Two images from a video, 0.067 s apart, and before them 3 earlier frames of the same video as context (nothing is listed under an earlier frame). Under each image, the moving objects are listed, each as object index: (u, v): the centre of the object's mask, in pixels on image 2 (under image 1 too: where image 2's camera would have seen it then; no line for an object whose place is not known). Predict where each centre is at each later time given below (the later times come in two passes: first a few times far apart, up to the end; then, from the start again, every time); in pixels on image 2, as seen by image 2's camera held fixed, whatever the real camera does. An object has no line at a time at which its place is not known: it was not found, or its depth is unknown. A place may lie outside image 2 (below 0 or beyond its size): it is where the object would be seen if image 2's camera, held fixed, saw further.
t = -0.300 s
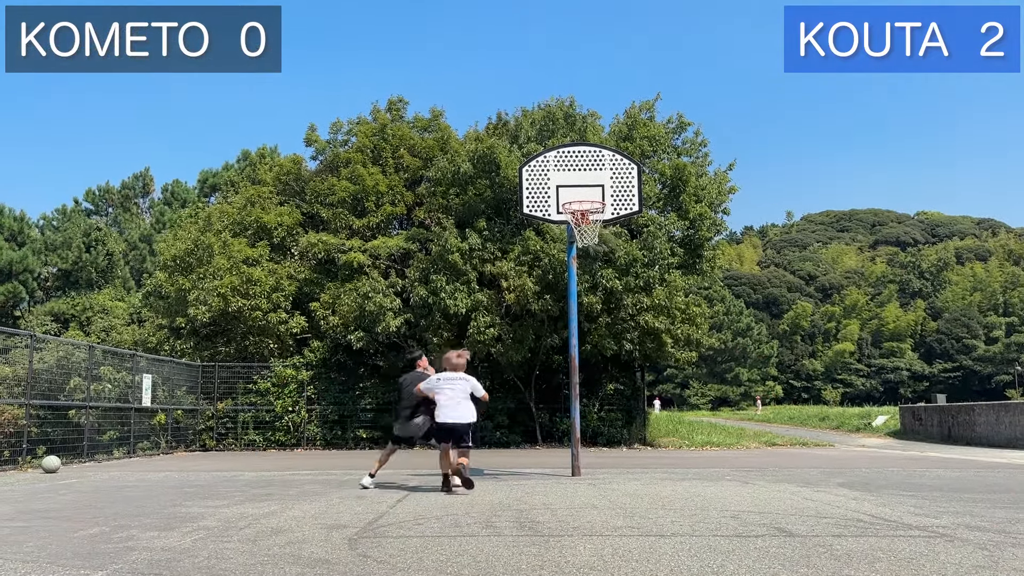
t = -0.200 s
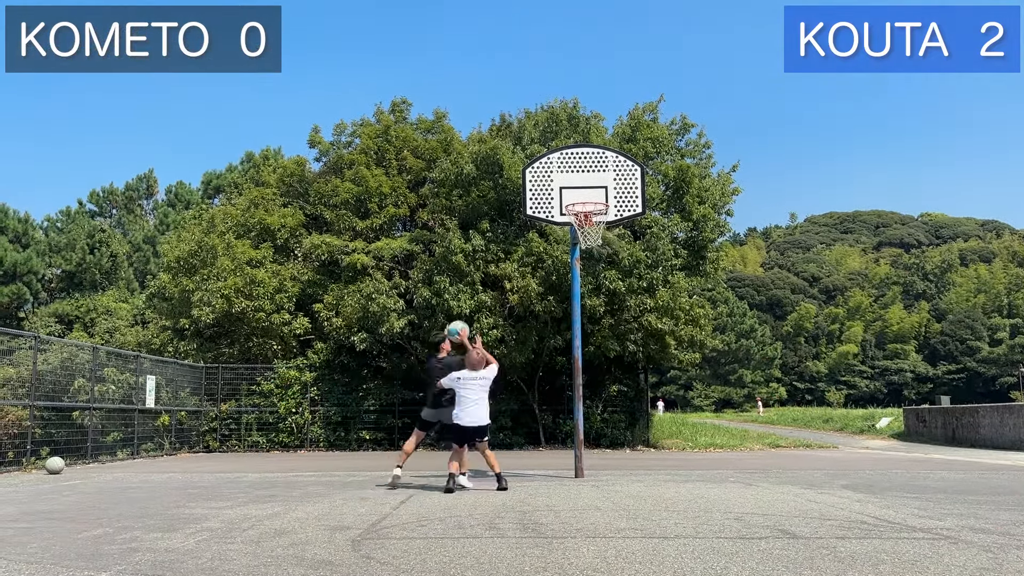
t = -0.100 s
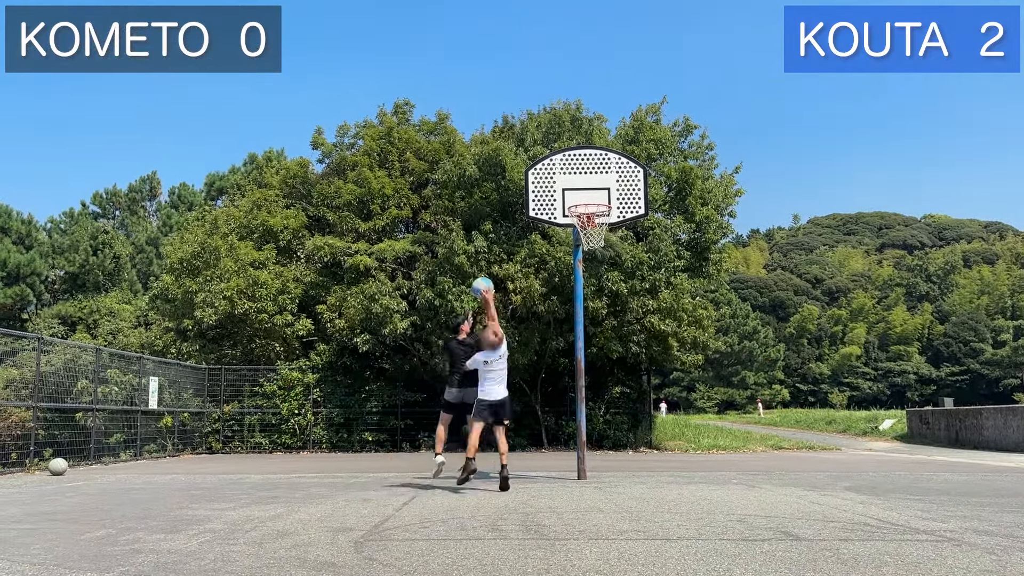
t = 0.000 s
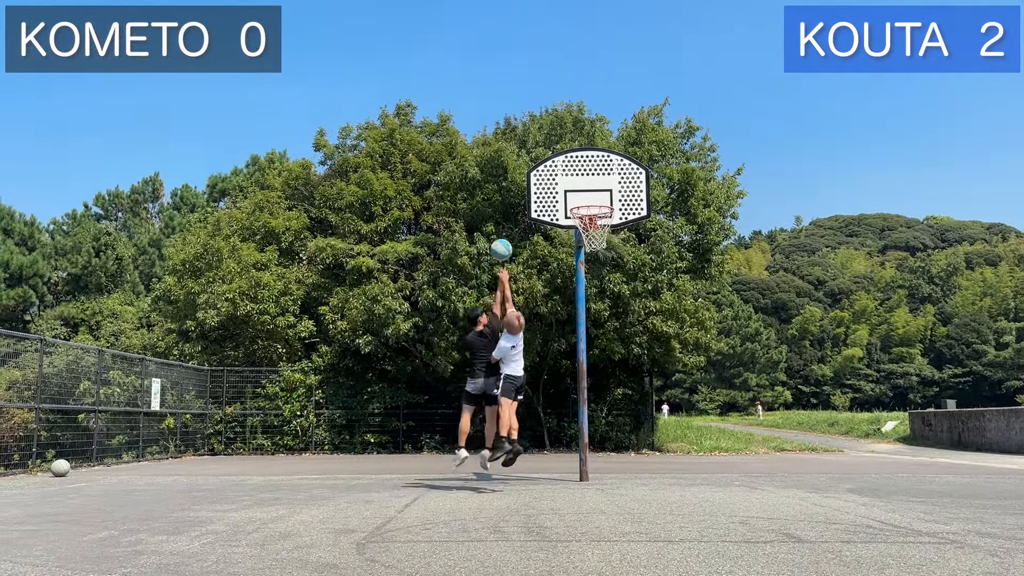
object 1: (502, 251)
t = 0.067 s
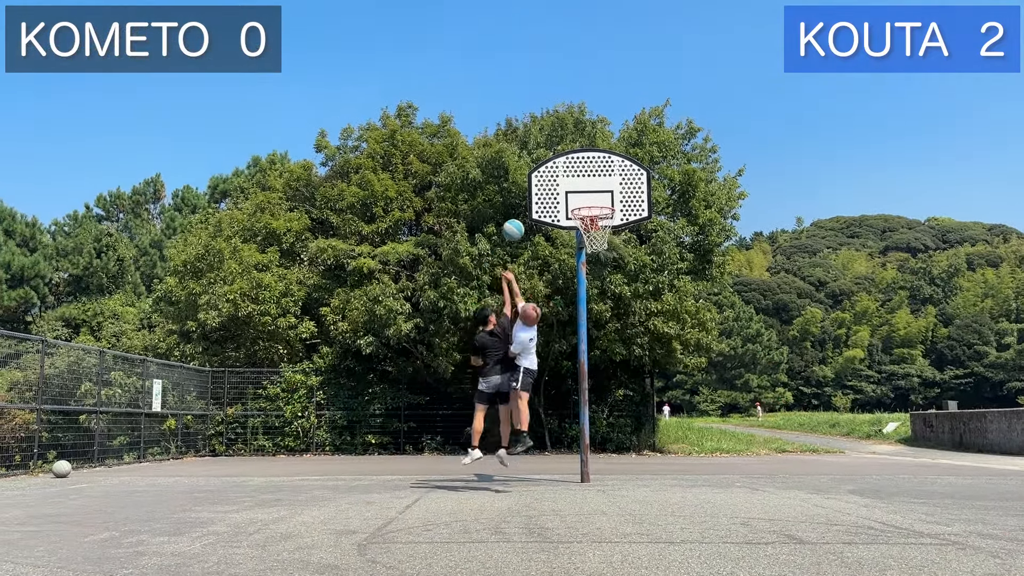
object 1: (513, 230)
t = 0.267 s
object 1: (541, 197)
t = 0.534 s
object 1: (557, 199)
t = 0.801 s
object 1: (527, 212)
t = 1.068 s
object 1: (499, 292)
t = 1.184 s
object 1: (486, 347)
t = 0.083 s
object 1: (515, 226)
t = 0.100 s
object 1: (518, 221)
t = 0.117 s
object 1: (521, 217)
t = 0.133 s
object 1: (523, 214)
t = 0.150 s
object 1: (526, 210)
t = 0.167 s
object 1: (529, 207)
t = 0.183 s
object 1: (531, 204)
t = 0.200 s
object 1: (533, 202)
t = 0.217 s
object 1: (535, 200)
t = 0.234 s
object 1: (536, 199)
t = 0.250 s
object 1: (538, 198)
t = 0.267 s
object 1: (541, 197)
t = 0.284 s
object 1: (542, 196)
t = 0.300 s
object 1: (544, 195)
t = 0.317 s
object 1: (546, 195)
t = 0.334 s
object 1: (548, 195)
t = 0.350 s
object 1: (549, 195)
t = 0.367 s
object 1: (551, 195)
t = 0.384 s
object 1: (554, 196)
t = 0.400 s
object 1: (555, 196)
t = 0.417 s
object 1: (557, 197)
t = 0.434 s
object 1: (559, 199)
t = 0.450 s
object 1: (561, 200)
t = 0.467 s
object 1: (563, 202)
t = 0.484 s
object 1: (563, 202)
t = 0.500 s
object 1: (561, 201)
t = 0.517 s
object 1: (560, 200)
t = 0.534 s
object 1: (557, 199)
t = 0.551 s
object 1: (556, 198)
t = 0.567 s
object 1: (553, 198)
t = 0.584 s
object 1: (552, 197)
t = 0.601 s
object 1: (550, 197)
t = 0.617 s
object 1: (549, 197)
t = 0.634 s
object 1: (547, 197)
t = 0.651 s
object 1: (545, 197)
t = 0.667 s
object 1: (542, 198)
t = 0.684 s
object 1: (541, 198)
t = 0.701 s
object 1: (539, 200)
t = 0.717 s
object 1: (536, 201)
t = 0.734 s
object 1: (535, 203)
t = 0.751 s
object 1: (533, 205)
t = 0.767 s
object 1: (531, 207)
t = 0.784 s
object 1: (529, 209)
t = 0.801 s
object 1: (527, 212)
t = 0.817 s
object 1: (526, 215)
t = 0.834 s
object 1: (524, 218)
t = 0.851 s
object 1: (522, 221)
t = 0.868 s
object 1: (520, 225)
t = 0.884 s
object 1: (518, 229)
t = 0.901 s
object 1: (517, 233)
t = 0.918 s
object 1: (515, 239)
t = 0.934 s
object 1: (513, 244)
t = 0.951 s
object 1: (511, 249)
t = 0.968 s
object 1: (510, 254)
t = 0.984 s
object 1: (507, 260)
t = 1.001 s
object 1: (506, 266)
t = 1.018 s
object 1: (504, 272)
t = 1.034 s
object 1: (502, 278)
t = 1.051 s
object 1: (501, 285)
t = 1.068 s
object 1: (499, 292)
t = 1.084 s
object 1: (497, 299)
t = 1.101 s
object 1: (495, 307)
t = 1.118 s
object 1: (494, 314)
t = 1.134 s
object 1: (492, 322)
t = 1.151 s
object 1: (490, 330)
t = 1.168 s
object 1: (488, 339)
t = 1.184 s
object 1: (486, 347)
